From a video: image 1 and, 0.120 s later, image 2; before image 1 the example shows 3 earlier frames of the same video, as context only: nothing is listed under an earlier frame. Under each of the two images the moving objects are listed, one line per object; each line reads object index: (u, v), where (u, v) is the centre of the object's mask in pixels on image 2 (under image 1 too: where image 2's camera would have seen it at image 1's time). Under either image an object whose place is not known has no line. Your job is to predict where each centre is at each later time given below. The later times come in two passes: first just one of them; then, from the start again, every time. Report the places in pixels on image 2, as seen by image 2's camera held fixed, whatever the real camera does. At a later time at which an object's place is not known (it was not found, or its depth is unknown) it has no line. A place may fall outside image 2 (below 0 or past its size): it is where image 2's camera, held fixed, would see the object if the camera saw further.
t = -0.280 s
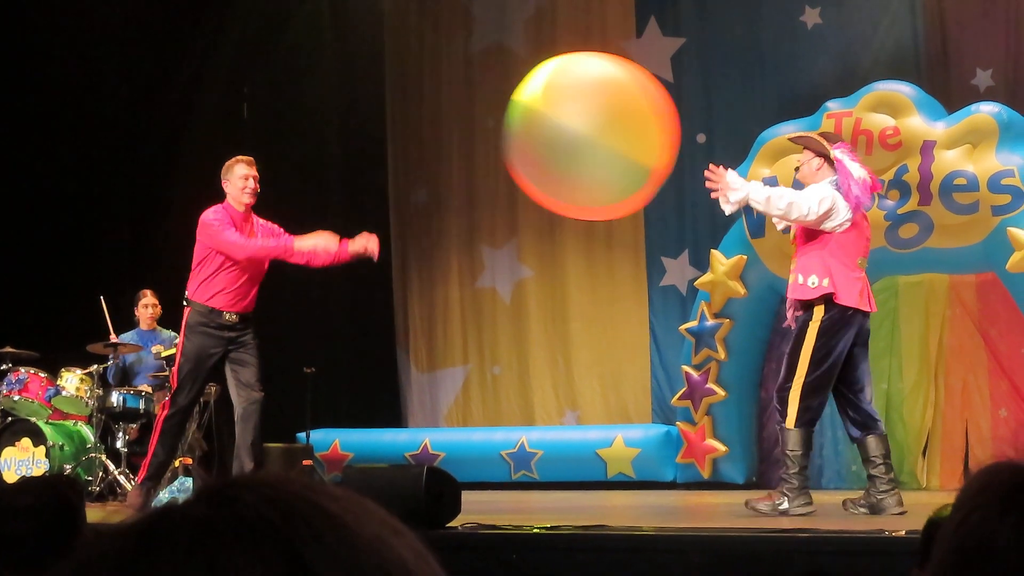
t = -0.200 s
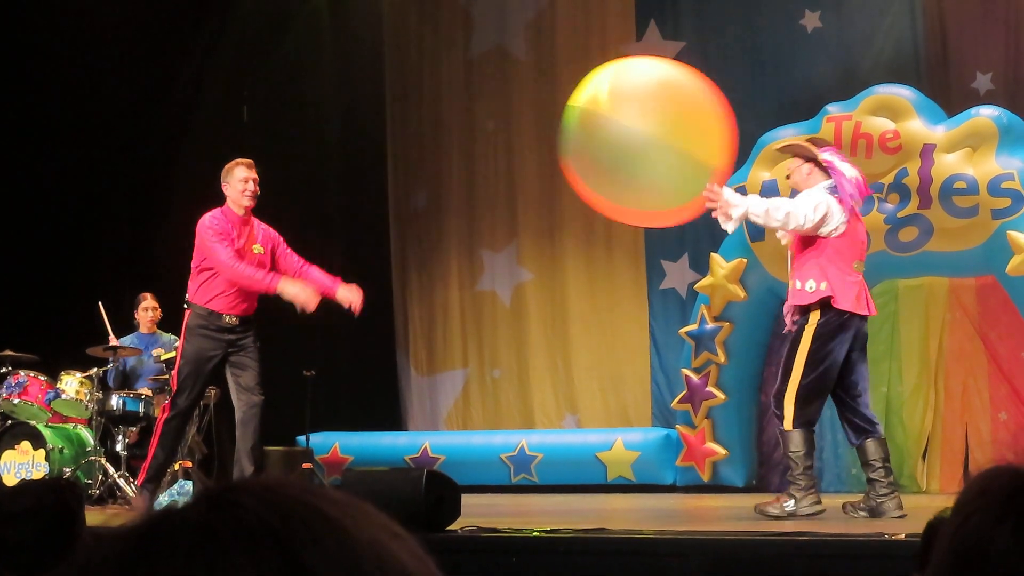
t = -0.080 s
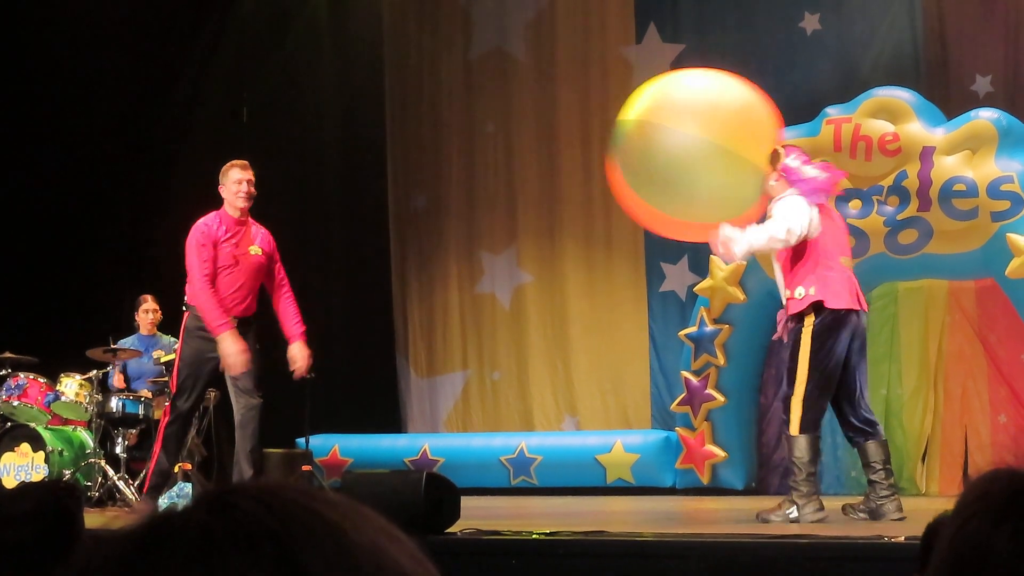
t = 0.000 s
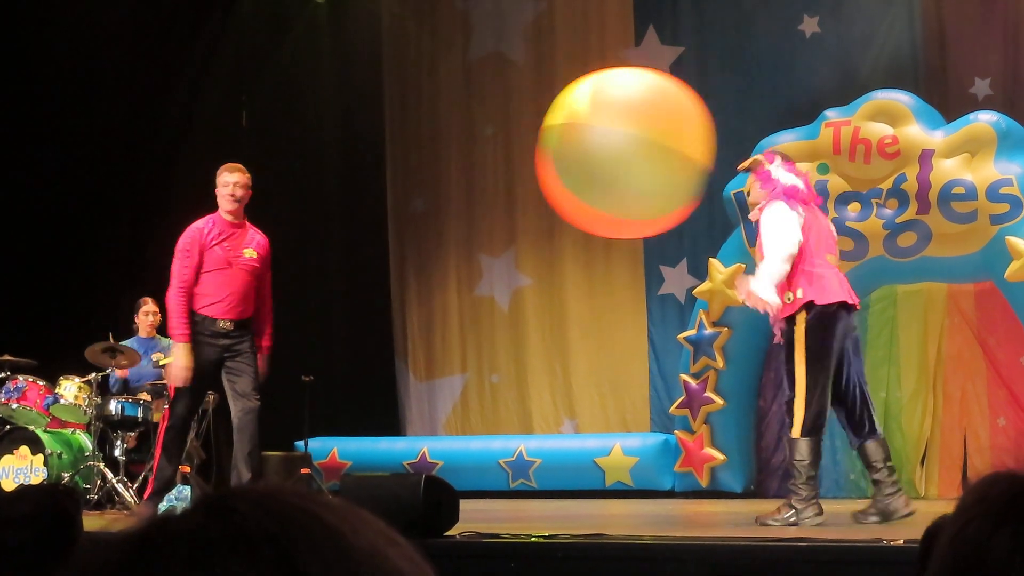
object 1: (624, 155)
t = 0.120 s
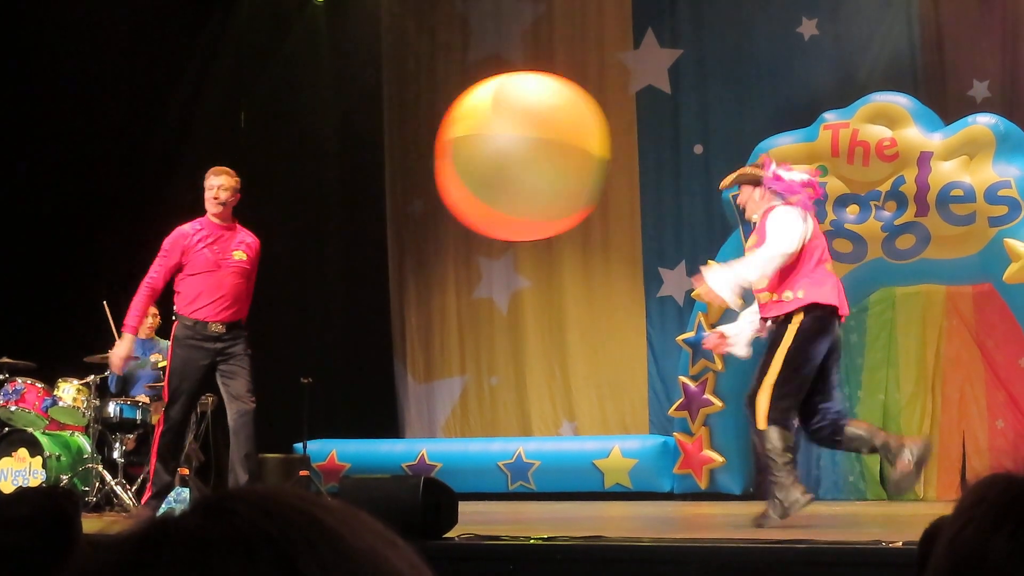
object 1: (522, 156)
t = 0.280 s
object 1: (392, 176)
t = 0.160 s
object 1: (489, 159)
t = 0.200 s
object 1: (456, 163)
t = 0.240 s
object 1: (424, 169)
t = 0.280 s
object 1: (392, 176)
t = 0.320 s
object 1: (361, 185)
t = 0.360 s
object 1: (329, 195)
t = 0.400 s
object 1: (300, 206)
